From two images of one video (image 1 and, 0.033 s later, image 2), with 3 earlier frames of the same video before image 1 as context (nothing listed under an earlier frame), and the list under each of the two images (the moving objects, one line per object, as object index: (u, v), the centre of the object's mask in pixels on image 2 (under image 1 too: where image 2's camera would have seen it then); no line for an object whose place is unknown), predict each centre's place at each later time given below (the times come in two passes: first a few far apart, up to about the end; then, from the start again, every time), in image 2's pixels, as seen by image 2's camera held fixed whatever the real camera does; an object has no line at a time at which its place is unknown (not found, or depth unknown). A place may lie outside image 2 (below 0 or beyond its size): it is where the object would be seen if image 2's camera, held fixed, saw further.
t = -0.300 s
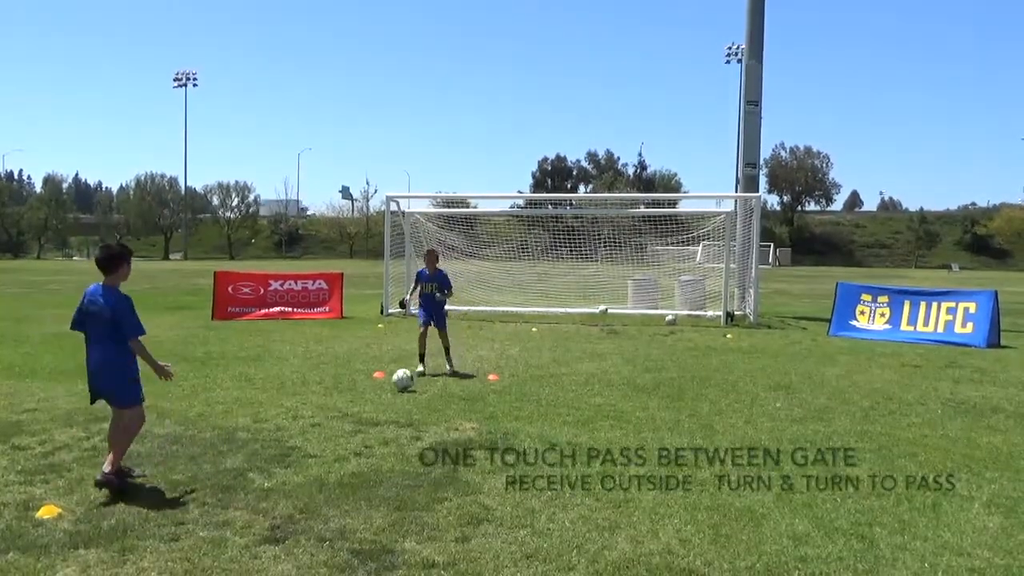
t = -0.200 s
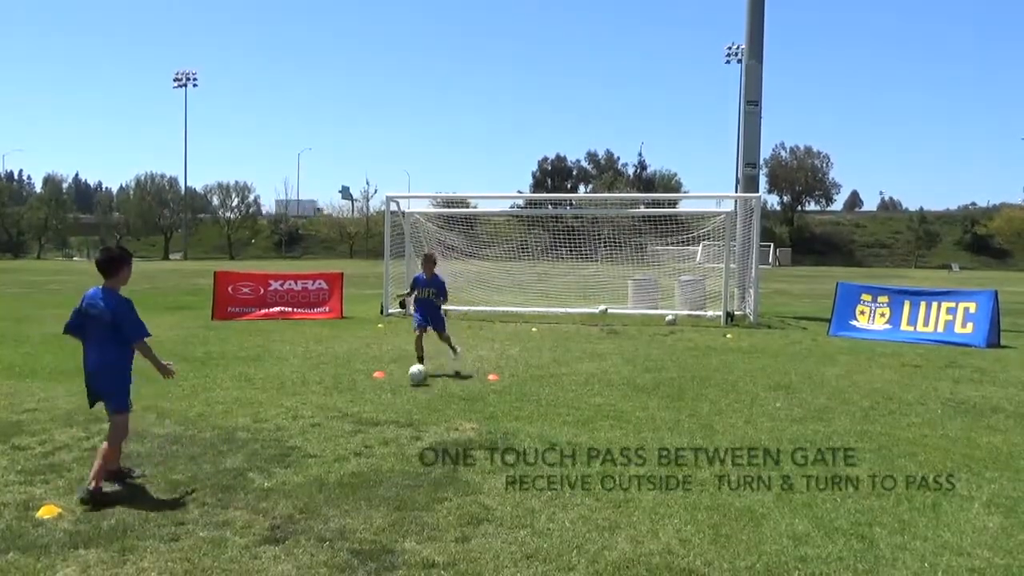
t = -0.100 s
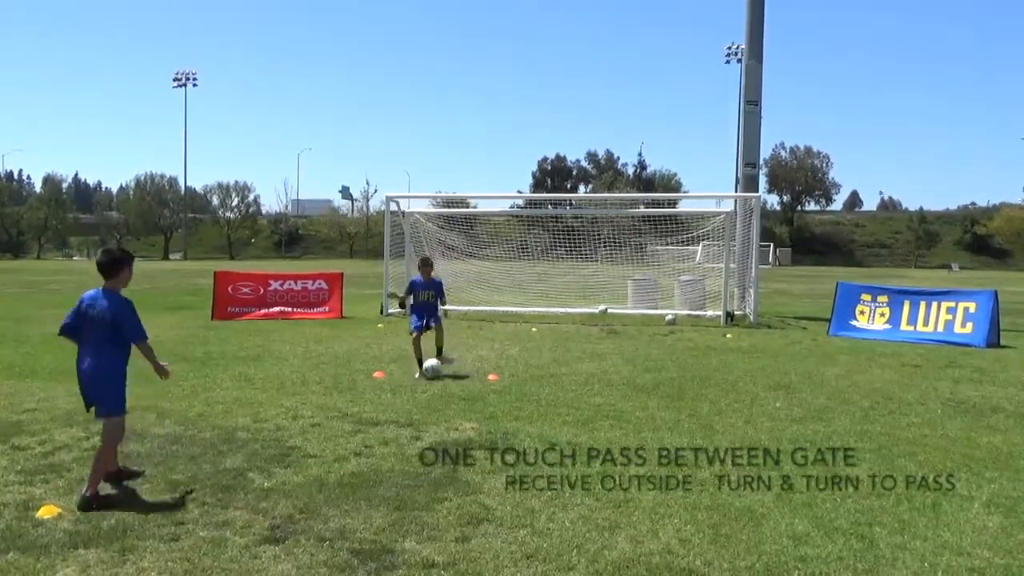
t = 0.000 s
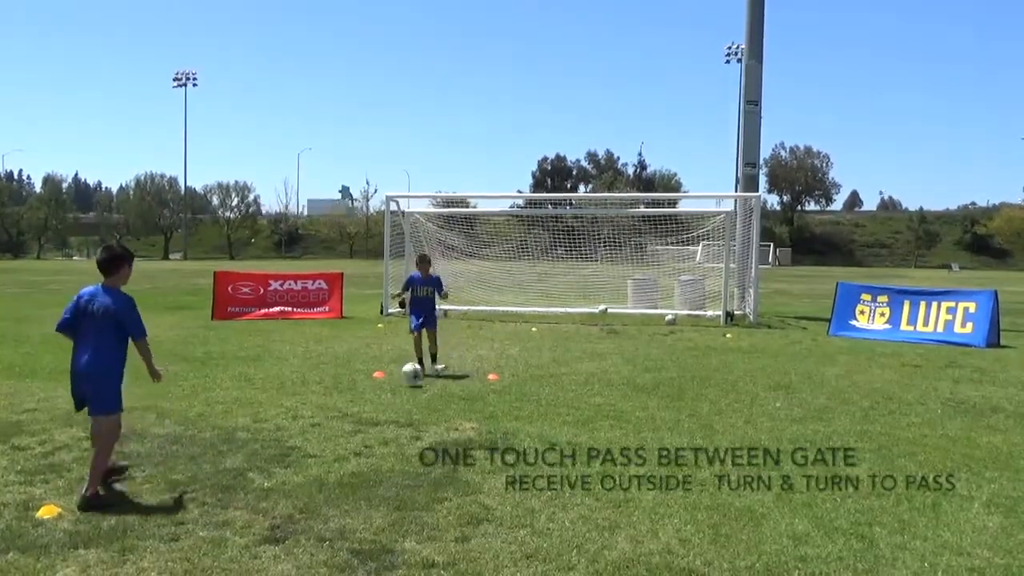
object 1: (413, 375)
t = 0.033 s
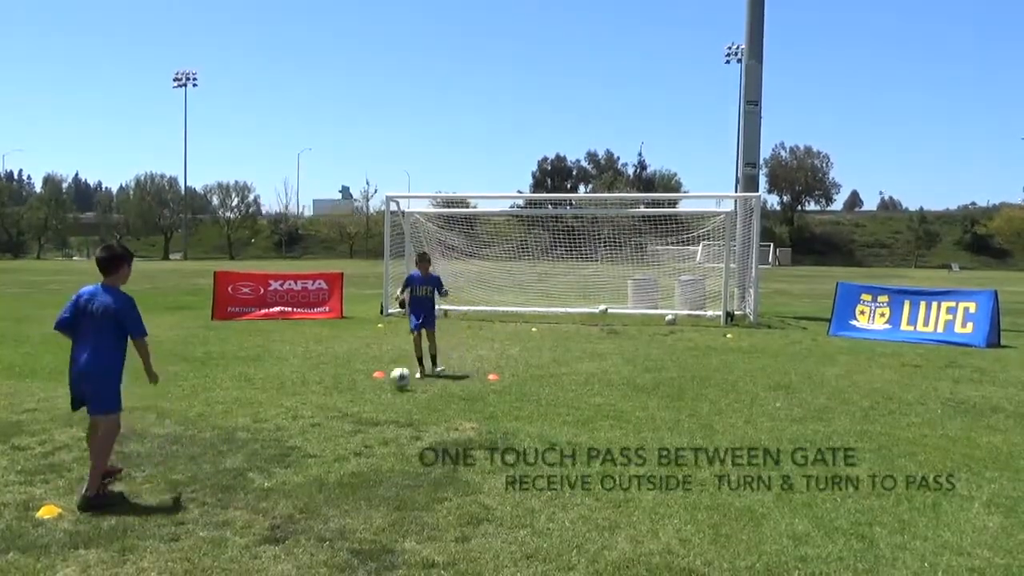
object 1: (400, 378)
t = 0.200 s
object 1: (342, 398)
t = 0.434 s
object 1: (256, 427)
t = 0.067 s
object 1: (389, 385)
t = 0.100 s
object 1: (377, 388)
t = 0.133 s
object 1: (365, 390)
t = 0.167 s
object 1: (354, 393)
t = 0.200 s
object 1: (342, 398)
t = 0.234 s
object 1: (329, 402)
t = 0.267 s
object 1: (317, 407)
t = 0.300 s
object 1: (306, 410)
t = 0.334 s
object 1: (293, 412)
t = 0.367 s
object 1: (281, 418)
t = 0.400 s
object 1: (268, 423)
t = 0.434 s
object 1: (256, 427)
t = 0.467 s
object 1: (243, 431)
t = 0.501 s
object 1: (231, 436)
